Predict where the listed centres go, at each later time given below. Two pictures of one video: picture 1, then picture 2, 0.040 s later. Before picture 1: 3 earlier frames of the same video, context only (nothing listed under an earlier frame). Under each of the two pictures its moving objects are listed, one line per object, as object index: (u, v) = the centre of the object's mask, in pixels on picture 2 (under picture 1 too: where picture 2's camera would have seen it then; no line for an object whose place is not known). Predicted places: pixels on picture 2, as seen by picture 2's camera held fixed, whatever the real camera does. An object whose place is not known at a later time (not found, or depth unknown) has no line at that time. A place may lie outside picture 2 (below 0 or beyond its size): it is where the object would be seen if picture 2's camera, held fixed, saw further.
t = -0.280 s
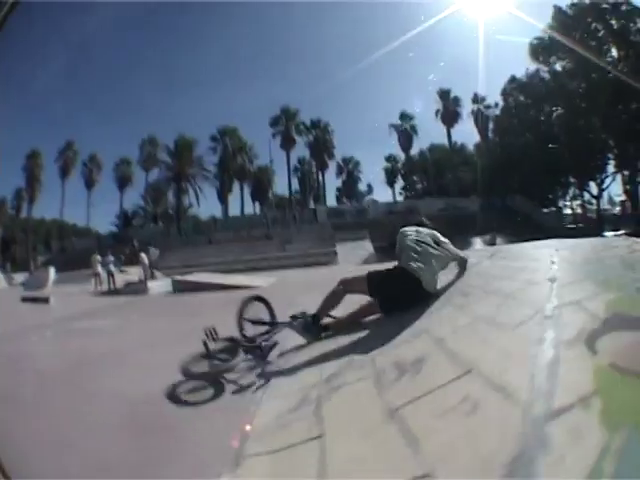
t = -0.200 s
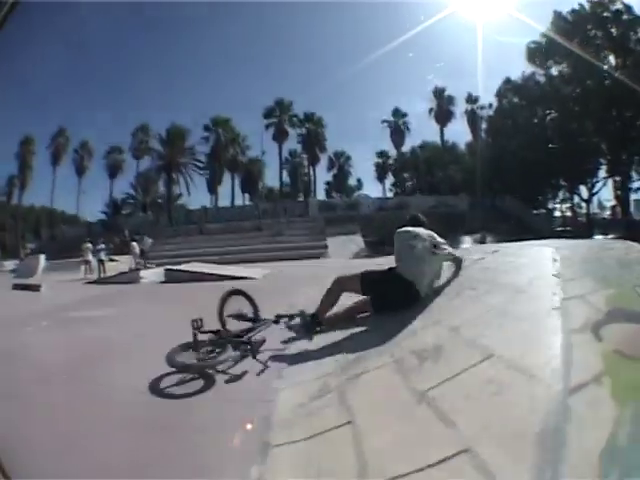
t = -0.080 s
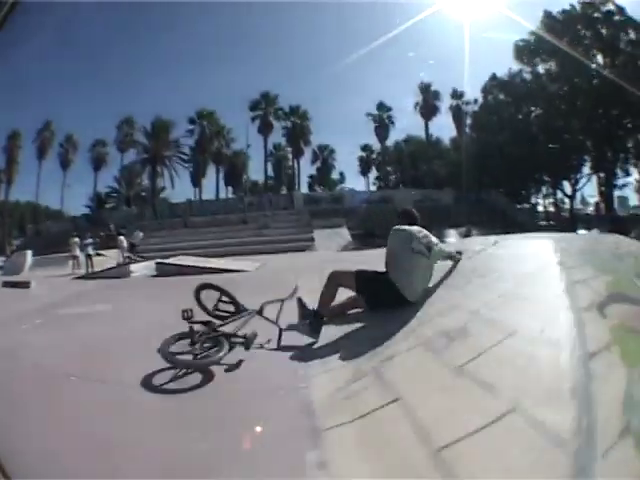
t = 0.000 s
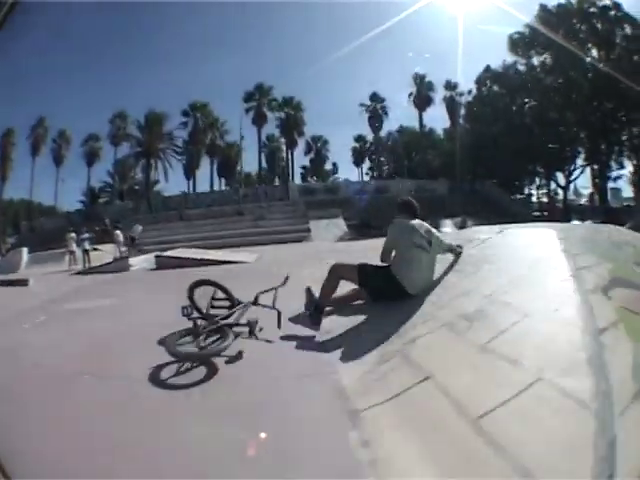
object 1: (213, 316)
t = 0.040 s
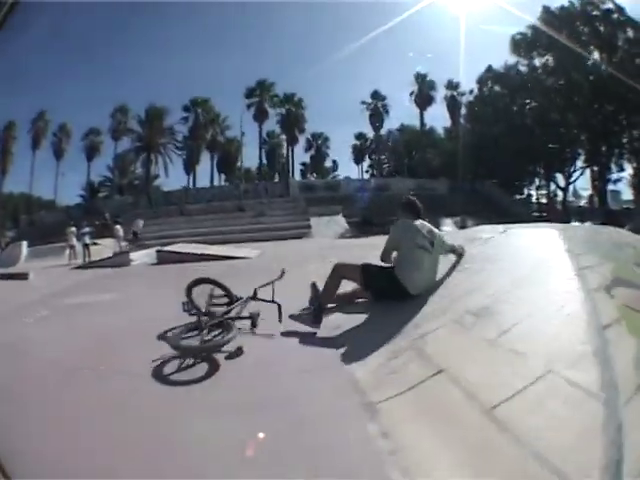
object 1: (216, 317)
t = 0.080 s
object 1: (220, 317)
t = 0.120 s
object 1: (224, 319)
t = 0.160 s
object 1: (229, 318)
